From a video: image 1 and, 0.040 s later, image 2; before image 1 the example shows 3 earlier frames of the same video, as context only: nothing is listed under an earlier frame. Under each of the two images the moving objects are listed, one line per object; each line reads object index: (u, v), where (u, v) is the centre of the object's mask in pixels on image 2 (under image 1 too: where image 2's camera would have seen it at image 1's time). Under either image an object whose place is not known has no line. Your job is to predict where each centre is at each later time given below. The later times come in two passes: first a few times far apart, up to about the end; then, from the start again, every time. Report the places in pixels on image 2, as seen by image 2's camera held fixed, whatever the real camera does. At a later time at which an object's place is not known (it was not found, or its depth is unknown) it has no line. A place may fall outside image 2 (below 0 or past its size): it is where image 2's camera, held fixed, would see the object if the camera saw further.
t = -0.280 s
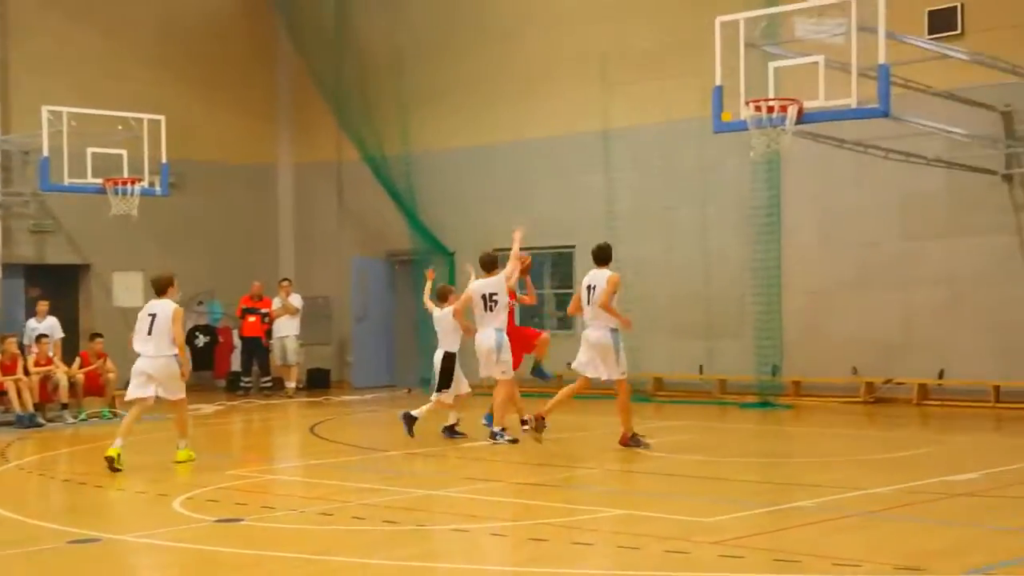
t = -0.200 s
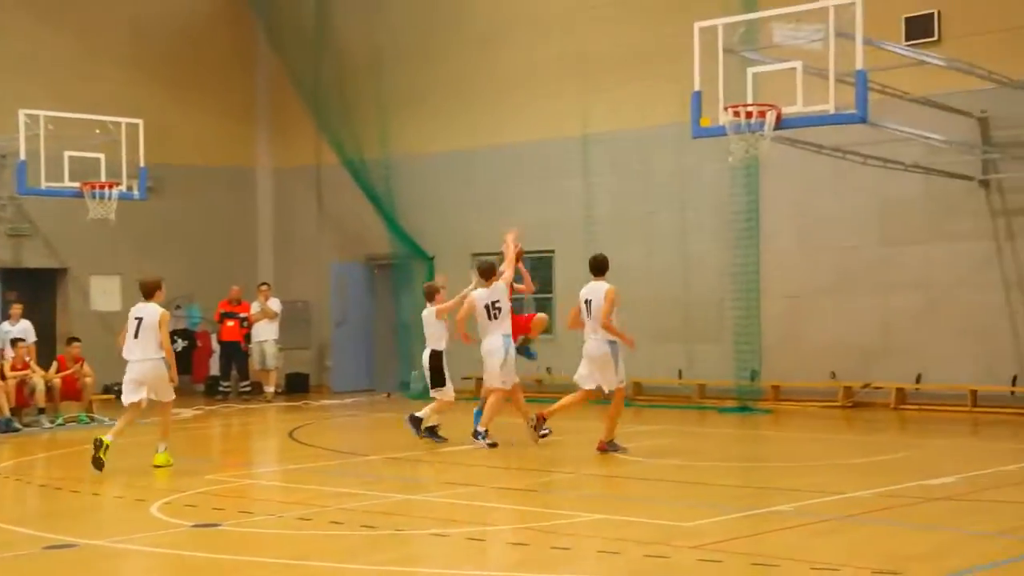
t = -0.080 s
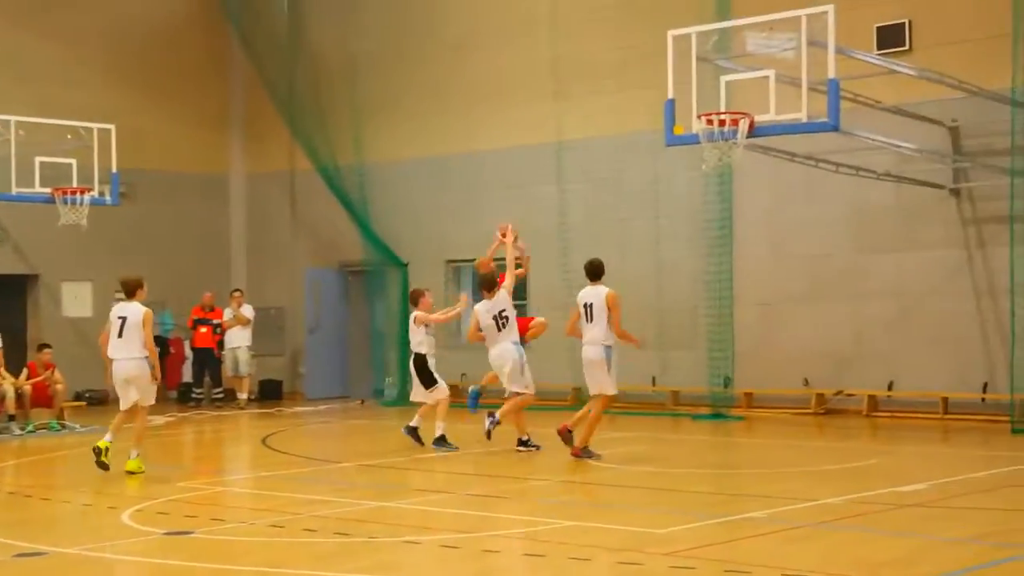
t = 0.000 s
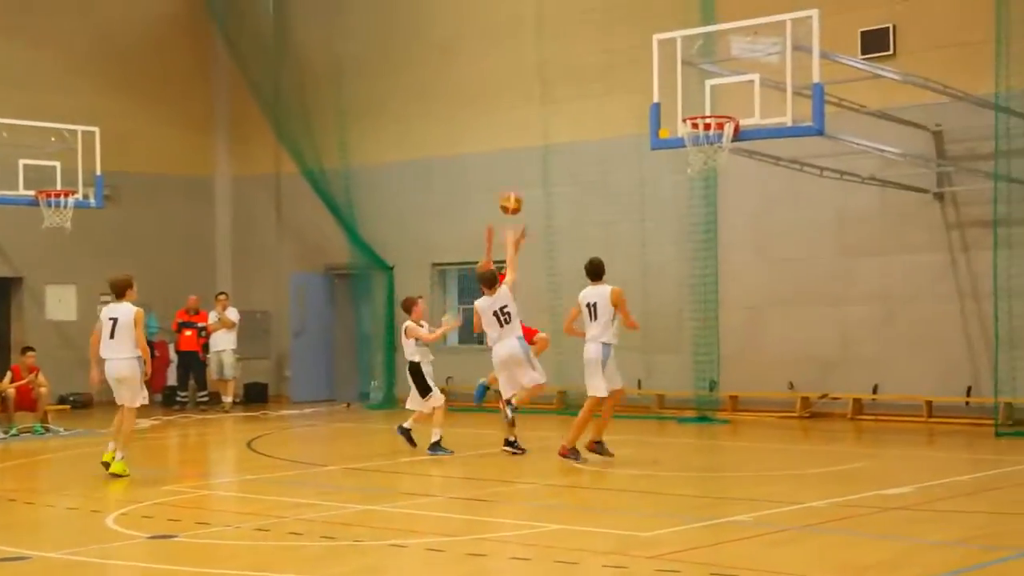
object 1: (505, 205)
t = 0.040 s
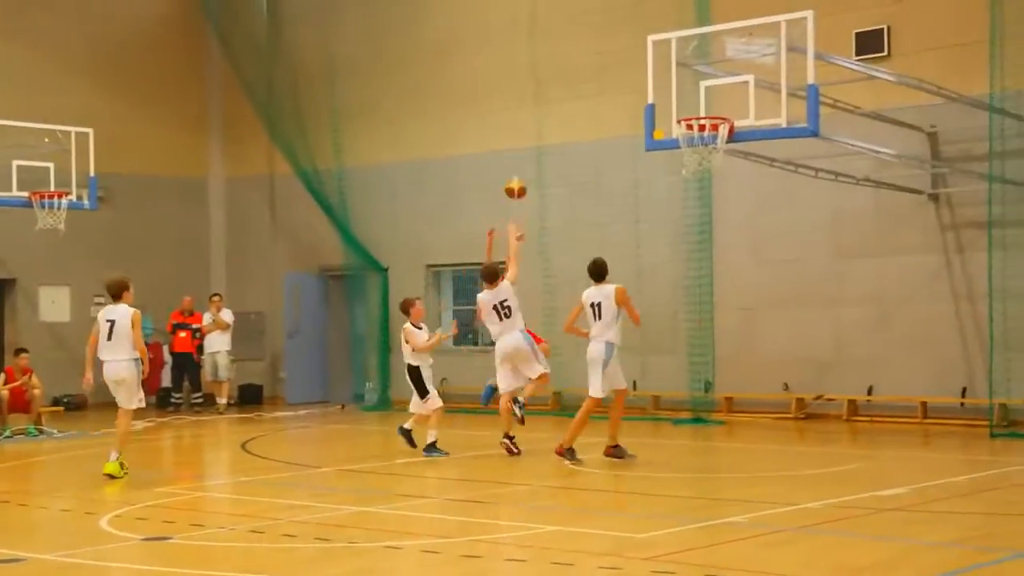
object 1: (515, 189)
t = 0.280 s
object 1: (579, 114)
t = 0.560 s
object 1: (660, 96)
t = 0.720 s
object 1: (711, 123)
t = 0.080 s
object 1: (526, 172)
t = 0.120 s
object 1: (536, 158)
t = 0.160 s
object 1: (547, 145)
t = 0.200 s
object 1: (557, 134)
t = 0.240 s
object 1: (568, 124)
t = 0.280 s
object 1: (579, 114)
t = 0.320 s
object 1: (590, 107)
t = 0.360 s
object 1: (601, 101)
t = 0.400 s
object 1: (613, 96)
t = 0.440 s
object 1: (624, 94)
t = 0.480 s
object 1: (636, 93)
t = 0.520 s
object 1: (648, 94)
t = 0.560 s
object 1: (660, 96)
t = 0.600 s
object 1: (673, 102)
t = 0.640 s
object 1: (685, 106)
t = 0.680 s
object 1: (698, 109)
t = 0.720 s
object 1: (711, 123)
